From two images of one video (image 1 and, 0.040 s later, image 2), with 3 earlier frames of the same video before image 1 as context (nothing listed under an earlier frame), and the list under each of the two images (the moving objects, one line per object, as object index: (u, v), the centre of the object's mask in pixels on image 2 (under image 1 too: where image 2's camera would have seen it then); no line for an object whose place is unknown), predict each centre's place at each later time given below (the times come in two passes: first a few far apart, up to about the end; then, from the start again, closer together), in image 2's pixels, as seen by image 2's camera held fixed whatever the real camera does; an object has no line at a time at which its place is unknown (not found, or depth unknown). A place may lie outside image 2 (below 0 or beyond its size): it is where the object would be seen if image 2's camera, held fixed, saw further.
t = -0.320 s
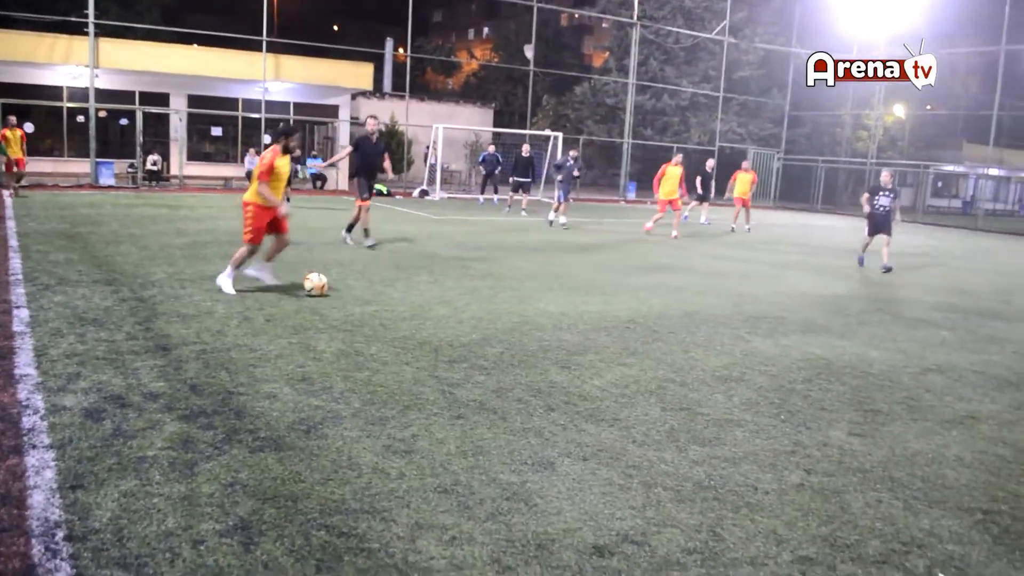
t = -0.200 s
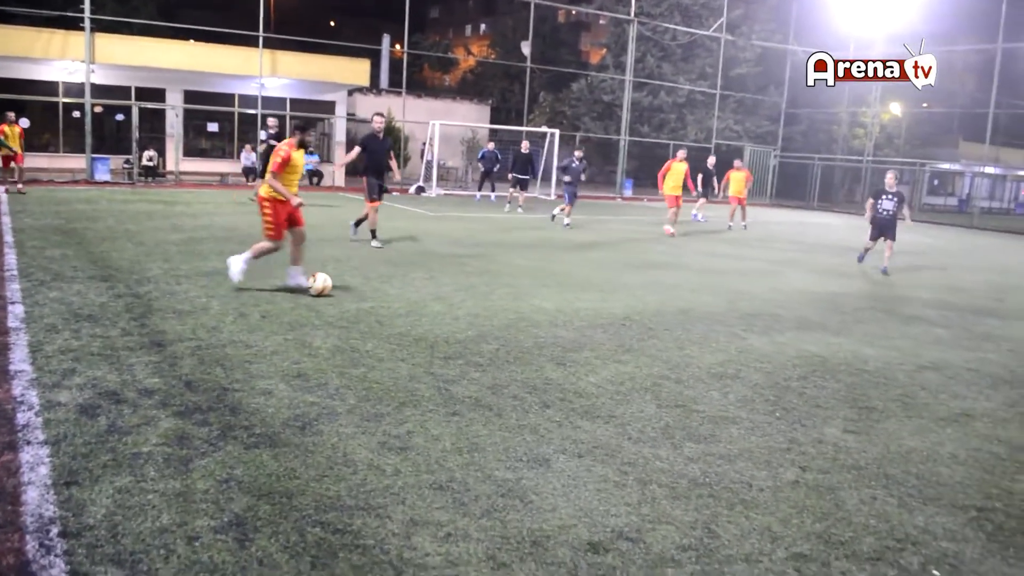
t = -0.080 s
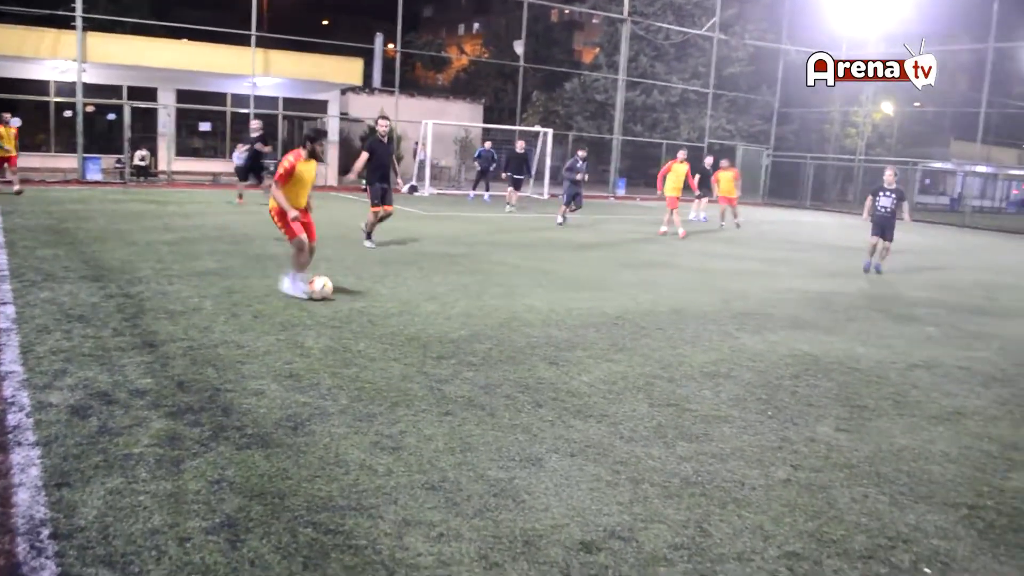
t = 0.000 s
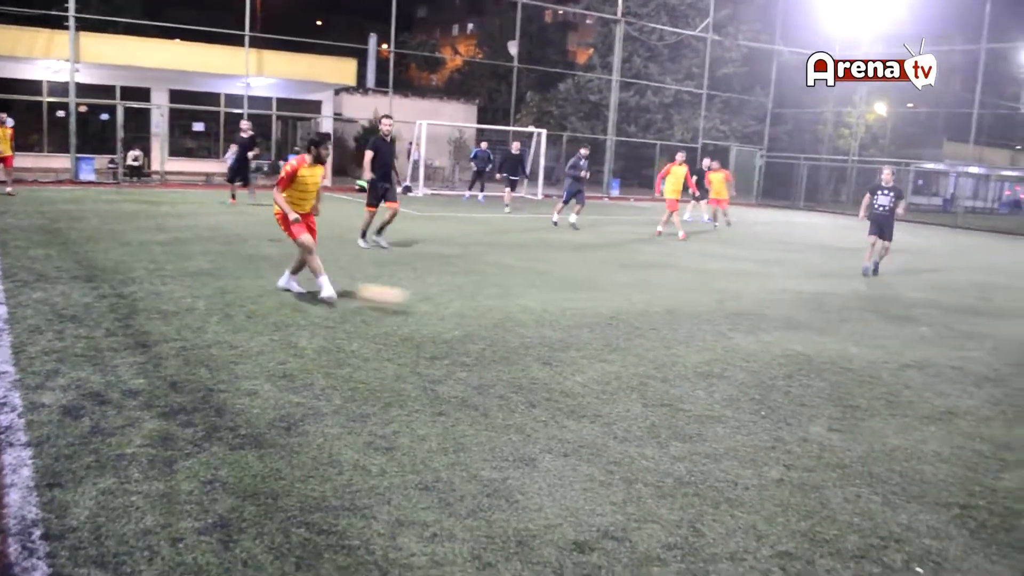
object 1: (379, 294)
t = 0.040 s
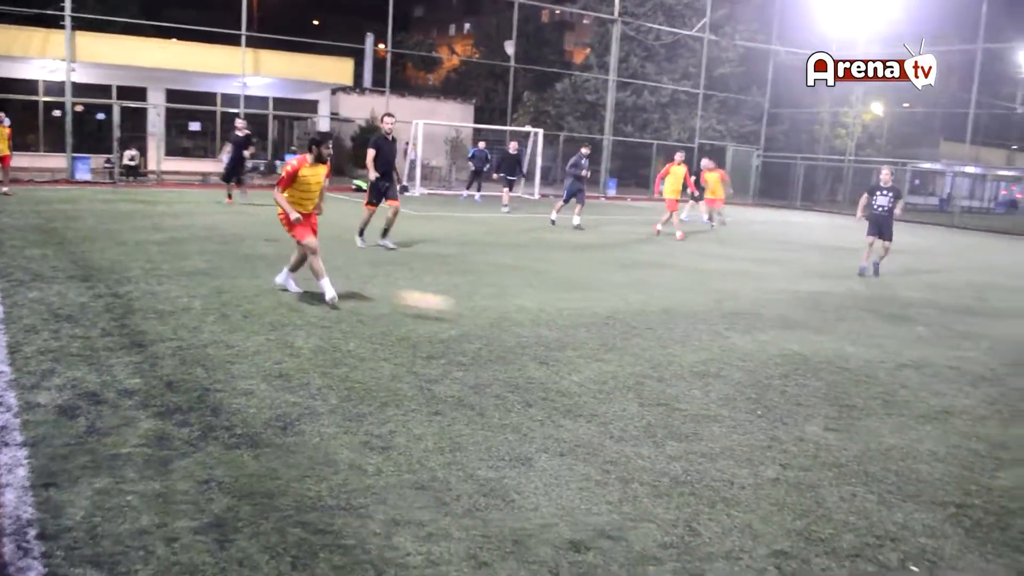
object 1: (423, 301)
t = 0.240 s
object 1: (658, 339)
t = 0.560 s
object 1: (740, 377)
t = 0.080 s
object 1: (470, 310)
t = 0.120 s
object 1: (515, 318)
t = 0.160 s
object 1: (563, 323)
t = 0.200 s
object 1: (609, 332)
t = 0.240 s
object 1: (658, 339)
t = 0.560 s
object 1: (740, 377)
